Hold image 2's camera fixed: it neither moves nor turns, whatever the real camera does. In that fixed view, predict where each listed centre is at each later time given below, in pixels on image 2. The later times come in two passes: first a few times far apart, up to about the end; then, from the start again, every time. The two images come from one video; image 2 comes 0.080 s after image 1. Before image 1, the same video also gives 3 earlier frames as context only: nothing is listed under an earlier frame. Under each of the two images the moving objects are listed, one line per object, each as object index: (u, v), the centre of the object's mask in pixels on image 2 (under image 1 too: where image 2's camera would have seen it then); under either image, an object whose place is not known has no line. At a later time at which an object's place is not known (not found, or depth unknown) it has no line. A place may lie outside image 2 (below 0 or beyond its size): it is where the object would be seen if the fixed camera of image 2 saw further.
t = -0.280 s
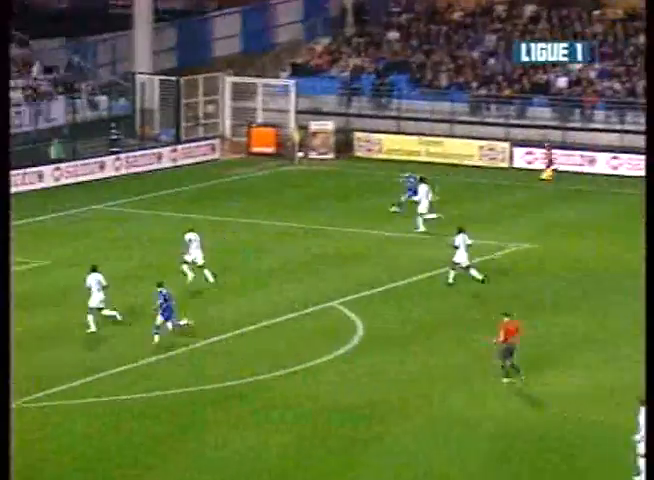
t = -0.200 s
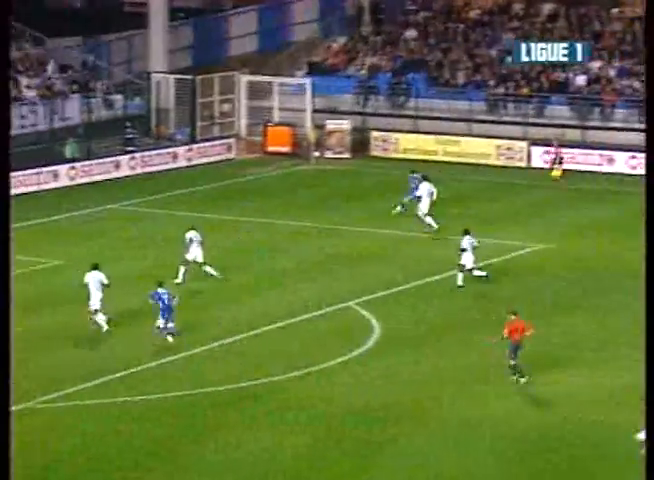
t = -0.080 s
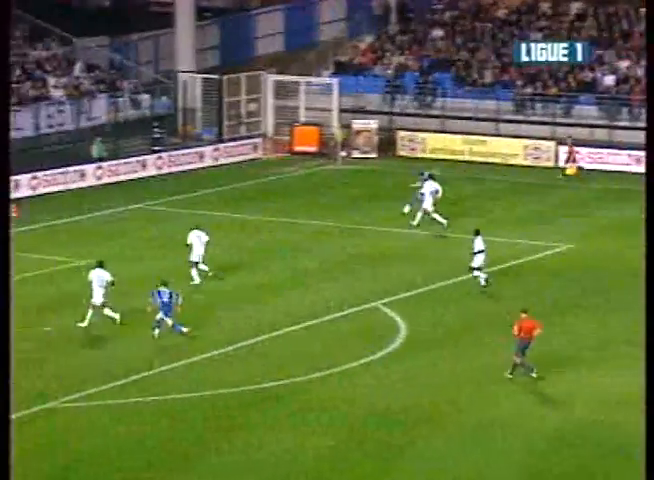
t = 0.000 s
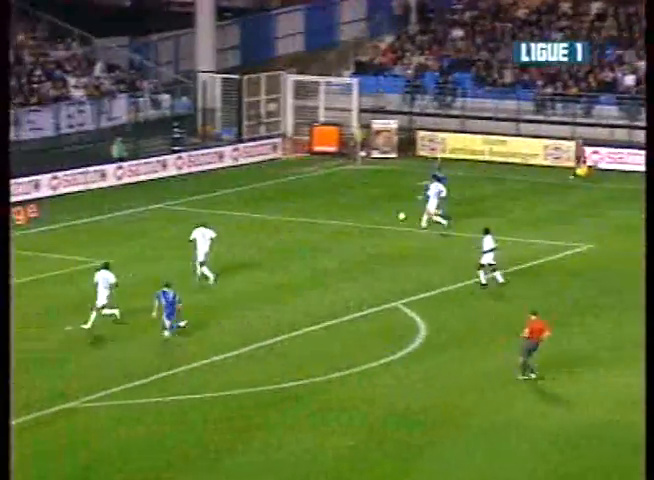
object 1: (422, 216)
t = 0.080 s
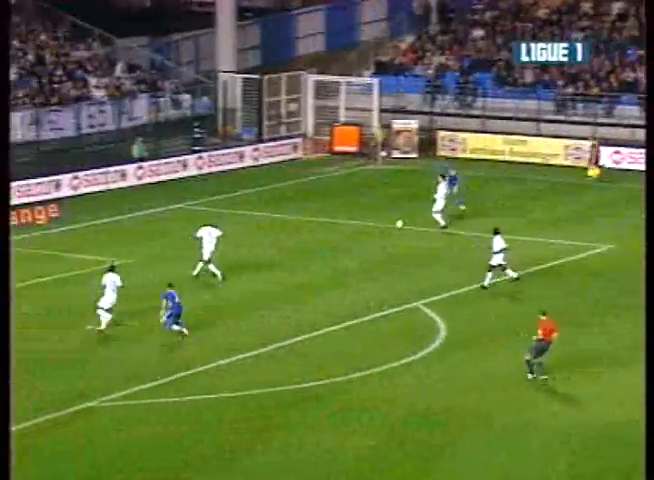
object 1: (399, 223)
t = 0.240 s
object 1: (358, 236)
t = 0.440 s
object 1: (313, 255)
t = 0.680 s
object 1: (267, 274)
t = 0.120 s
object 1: (388, 228)
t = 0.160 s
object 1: (377, 229)
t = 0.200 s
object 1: (364, 234)
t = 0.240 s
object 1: (358, 236)
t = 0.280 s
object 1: (348, 241)
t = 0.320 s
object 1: (339, 245)
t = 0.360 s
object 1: (330, 248)
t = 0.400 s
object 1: (322, 251)
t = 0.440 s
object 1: (313, 255)
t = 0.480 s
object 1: (305, 258)
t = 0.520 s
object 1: (298, 260)
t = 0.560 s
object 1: (290, 263)
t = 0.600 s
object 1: (283, 267)
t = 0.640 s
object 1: (275, 270)
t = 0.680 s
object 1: (267, 274)
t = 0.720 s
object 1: (260, 276)
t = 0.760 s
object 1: (254, 279)
